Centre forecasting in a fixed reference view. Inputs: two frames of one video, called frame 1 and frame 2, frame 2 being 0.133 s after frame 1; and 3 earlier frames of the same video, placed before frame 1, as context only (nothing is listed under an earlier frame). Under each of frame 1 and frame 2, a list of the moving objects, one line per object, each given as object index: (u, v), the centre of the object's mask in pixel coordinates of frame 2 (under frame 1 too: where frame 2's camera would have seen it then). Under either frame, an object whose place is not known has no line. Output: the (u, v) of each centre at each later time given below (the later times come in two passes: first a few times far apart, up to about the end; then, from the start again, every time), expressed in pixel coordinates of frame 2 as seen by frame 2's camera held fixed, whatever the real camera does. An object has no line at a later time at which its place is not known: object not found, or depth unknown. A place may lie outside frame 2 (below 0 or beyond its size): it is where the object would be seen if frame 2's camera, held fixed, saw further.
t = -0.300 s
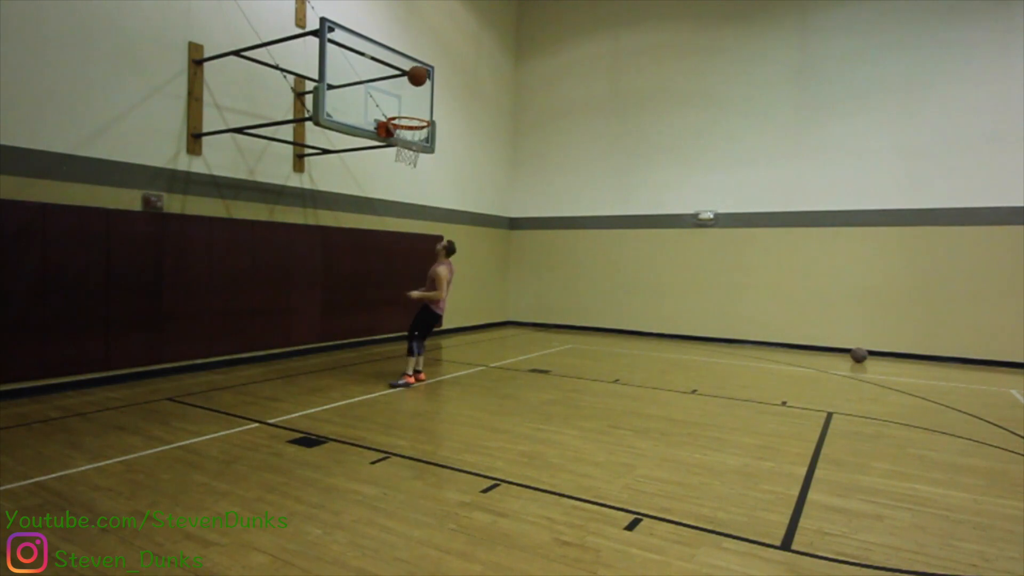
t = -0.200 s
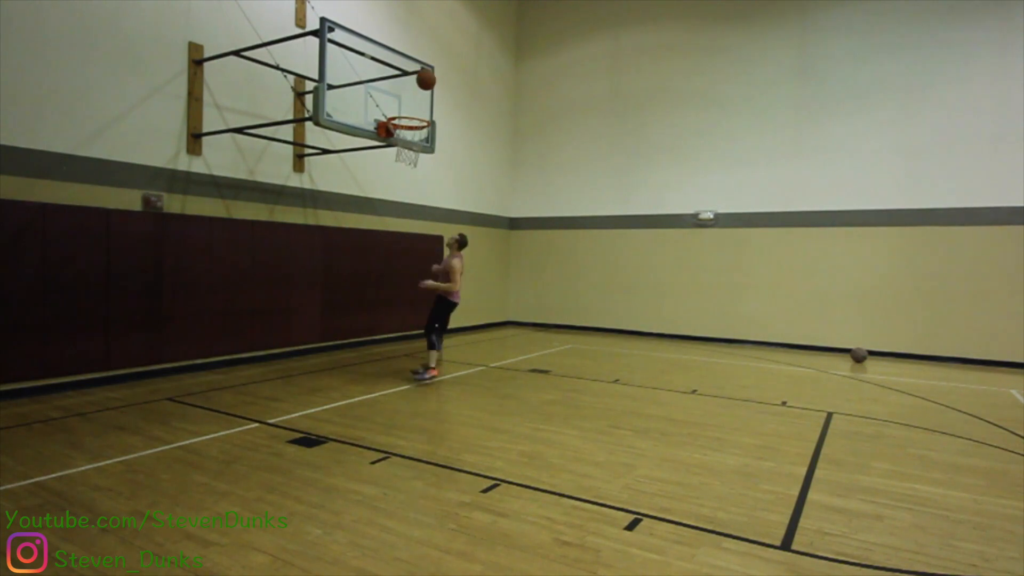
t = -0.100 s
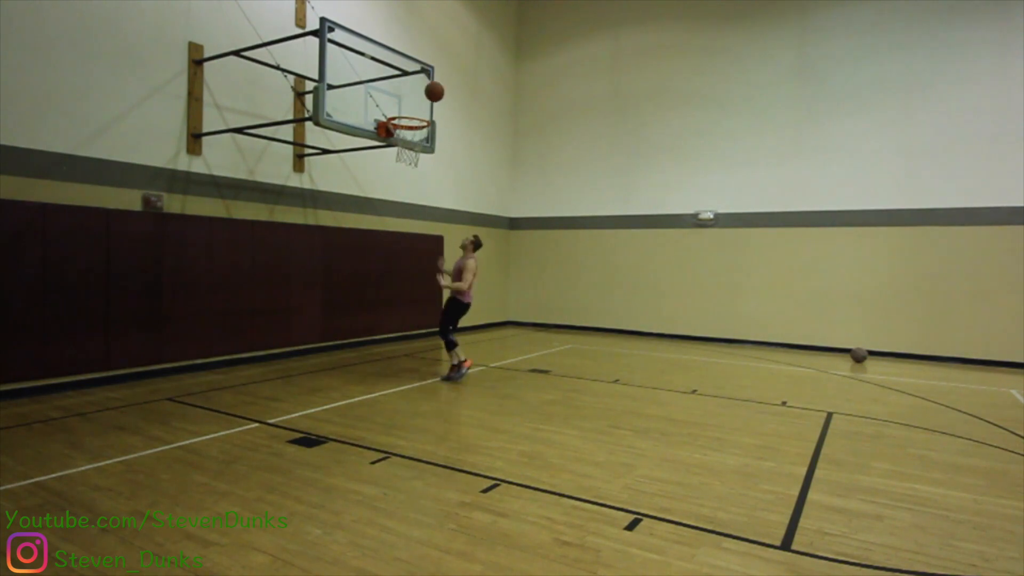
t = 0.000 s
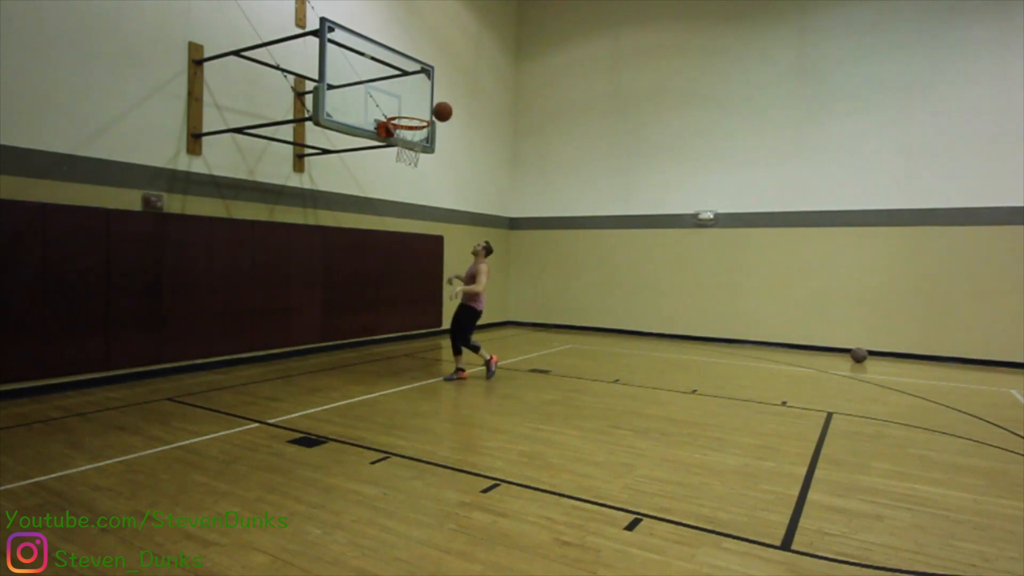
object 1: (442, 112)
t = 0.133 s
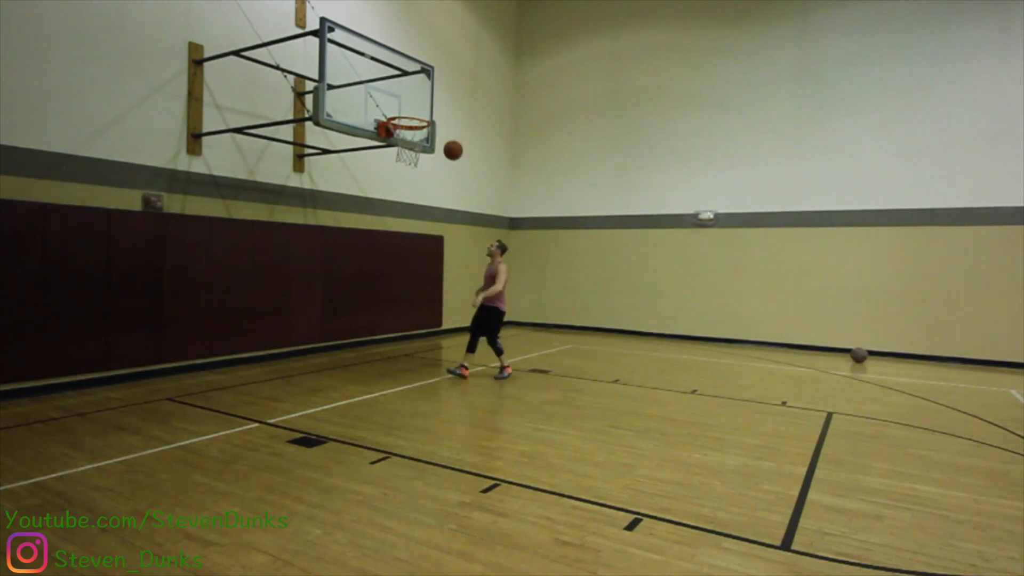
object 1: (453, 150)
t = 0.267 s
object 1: (463, 202)
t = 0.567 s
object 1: (483, 366)
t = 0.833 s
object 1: (503, 276)
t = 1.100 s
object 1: (522, 232)
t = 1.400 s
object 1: (540, 246)
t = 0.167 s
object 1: (455, 162)
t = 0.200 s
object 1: (458, 174)
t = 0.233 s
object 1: (460, 188)
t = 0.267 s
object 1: (463, 202)
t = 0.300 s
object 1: (465, 217)
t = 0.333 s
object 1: (467, 233)
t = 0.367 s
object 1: (470, 250)
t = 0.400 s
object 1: (472, 267)
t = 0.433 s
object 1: (474, 285)
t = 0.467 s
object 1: (477, 304)
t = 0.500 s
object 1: (479, 324)
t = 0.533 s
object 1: (481, 344)
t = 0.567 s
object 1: (483, 366)
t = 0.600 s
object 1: (486, 363)
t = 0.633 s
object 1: (488, 348)
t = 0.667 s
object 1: (491, 333)
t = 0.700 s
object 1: (493, 320)
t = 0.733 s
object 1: (496, 308)
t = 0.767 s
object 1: (498, 297)
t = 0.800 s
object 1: (501, 286)
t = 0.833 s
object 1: (503, 276)
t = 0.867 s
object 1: (506, 268)
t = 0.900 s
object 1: (508, 260)
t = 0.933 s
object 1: (510, 253)
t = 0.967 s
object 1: (513, 247)
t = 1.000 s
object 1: (515, 242)
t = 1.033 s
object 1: (517, 238)
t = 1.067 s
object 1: (520, 234)
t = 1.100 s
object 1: (522, 232)
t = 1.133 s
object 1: (524, 230)
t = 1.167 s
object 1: (526, 229)
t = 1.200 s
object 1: (528, 229)
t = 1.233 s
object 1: (530, 230)
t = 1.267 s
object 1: (532, 231)
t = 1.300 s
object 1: (534, 233)
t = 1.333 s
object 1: (536, 237)
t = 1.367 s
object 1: (538, 241)
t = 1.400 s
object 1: (540, 246)
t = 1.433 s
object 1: (542, 251)
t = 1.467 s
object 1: (544, 258)
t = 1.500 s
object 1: (546, 265)
